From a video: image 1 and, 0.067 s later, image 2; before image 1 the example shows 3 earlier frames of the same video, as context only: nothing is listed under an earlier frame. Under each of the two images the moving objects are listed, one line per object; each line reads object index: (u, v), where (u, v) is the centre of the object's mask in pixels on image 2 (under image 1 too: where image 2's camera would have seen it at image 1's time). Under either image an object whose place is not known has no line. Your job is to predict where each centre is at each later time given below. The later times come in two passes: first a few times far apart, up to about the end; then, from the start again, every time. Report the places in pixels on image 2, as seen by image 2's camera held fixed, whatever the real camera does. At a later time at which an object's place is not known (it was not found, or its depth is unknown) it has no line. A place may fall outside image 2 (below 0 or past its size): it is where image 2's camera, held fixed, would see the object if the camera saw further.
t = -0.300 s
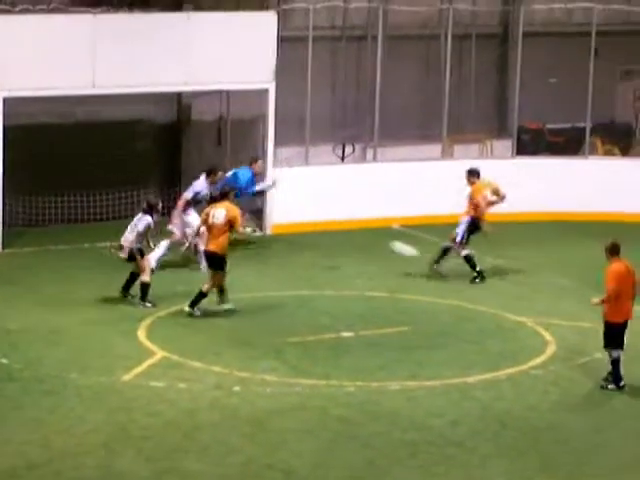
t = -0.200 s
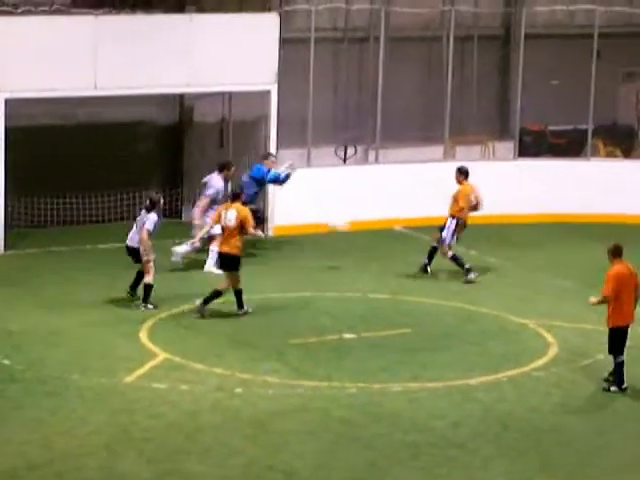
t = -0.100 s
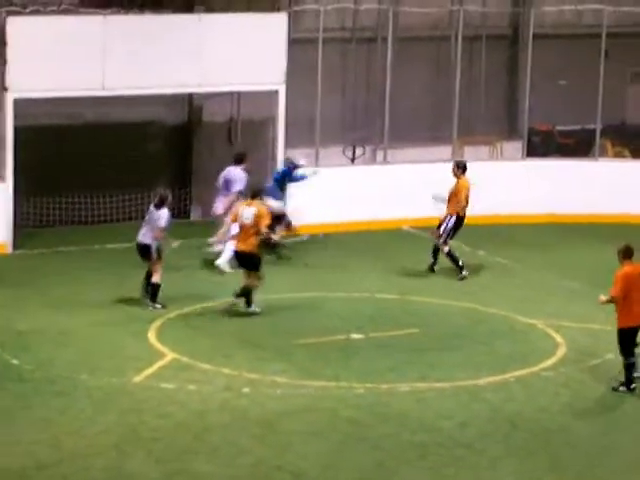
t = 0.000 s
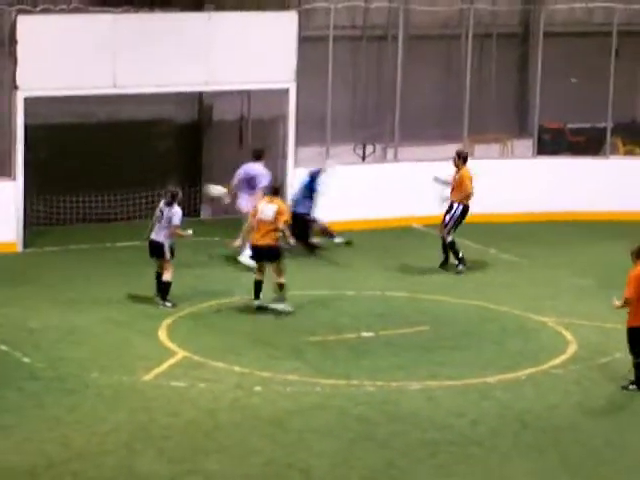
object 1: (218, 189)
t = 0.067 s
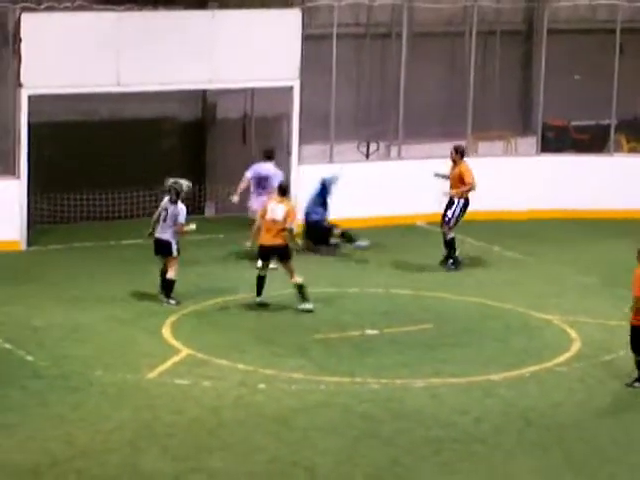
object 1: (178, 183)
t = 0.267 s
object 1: (57, 191)
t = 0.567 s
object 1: (40, 205)
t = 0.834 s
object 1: (99, 216)
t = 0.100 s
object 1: (156, 184)
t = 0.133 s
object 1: (137, 183)
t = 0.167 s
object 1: (116, 184)
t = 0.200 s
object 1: (97, 186)
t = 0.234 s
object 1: (76, 188)
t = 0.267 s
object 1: (57, 191)
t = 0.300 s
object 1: (39, 196)
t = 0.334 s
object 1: (29, 200)
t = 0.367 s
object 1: (29, 199)
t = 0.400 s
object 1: (31, 198)
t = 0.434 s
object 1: (32, 198)
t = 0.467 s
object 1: (33, 198)
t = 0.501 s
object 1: (35, 200)
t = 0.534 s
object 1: (38, 202)
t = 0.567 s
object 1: (40, 205)
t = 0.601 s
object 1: (46, 208)
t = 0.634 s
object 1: (52, 210)
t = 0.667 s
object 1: (59, 210)
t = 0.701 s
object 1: (67, 211)
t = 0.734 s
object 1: (75, 212)
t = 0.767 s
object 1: (82, 212)
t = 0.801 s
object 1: (90, 214)
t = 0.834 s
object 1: (99, 216)
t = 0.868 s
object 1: (104, 214)
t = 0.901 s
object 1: (108, 212)
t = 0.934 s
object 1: (112, 210)
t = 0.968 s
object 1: (116, 210)
